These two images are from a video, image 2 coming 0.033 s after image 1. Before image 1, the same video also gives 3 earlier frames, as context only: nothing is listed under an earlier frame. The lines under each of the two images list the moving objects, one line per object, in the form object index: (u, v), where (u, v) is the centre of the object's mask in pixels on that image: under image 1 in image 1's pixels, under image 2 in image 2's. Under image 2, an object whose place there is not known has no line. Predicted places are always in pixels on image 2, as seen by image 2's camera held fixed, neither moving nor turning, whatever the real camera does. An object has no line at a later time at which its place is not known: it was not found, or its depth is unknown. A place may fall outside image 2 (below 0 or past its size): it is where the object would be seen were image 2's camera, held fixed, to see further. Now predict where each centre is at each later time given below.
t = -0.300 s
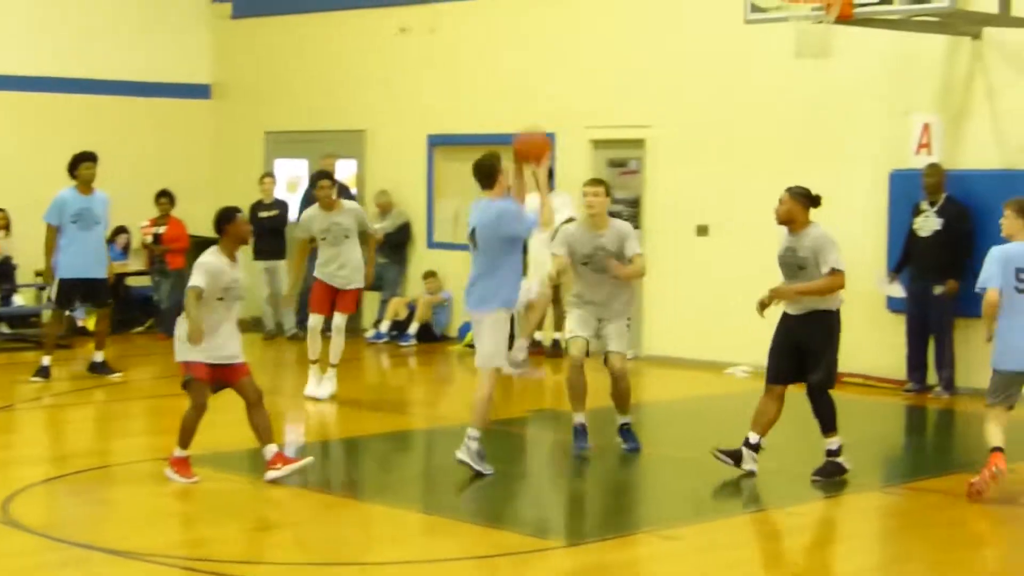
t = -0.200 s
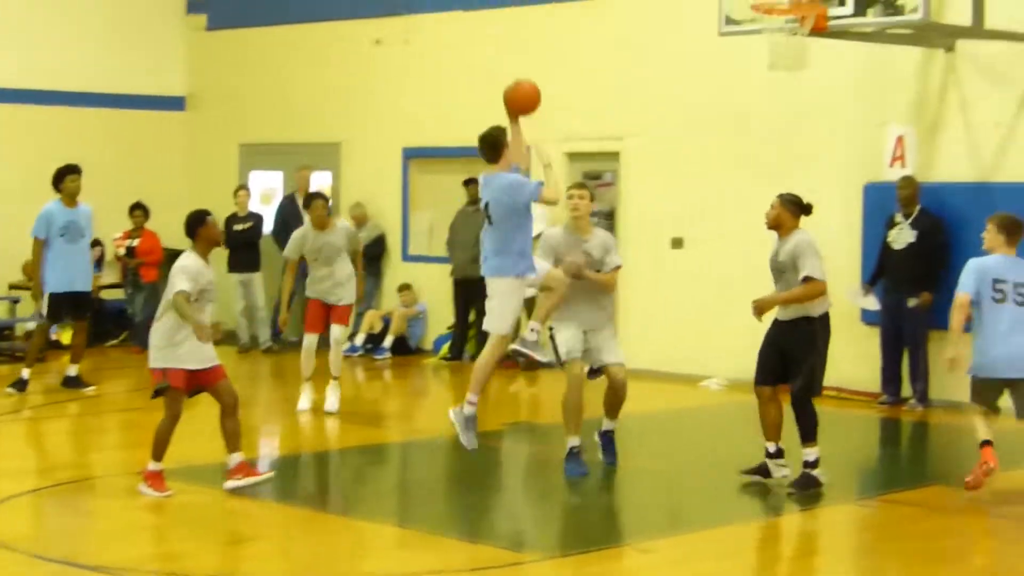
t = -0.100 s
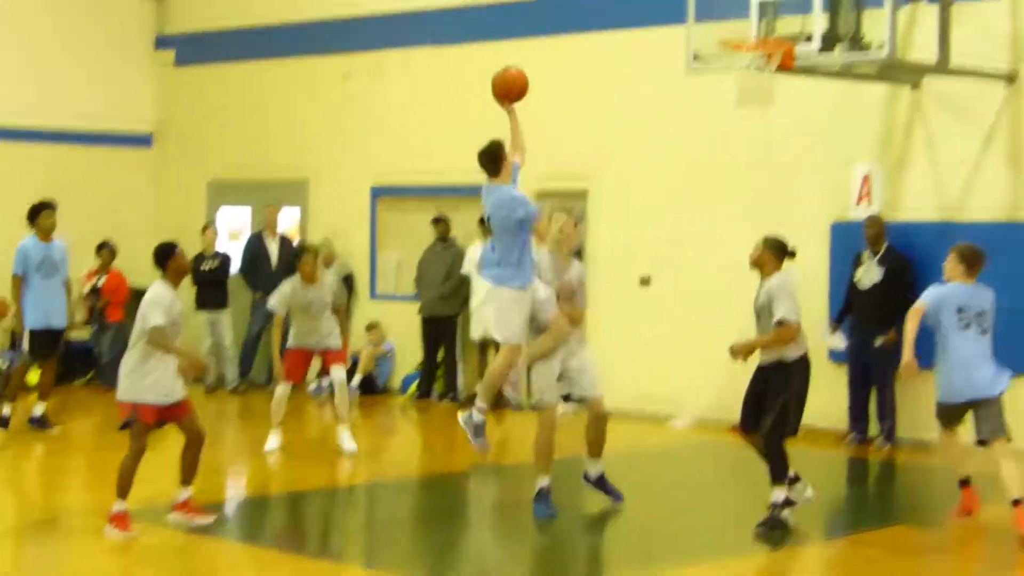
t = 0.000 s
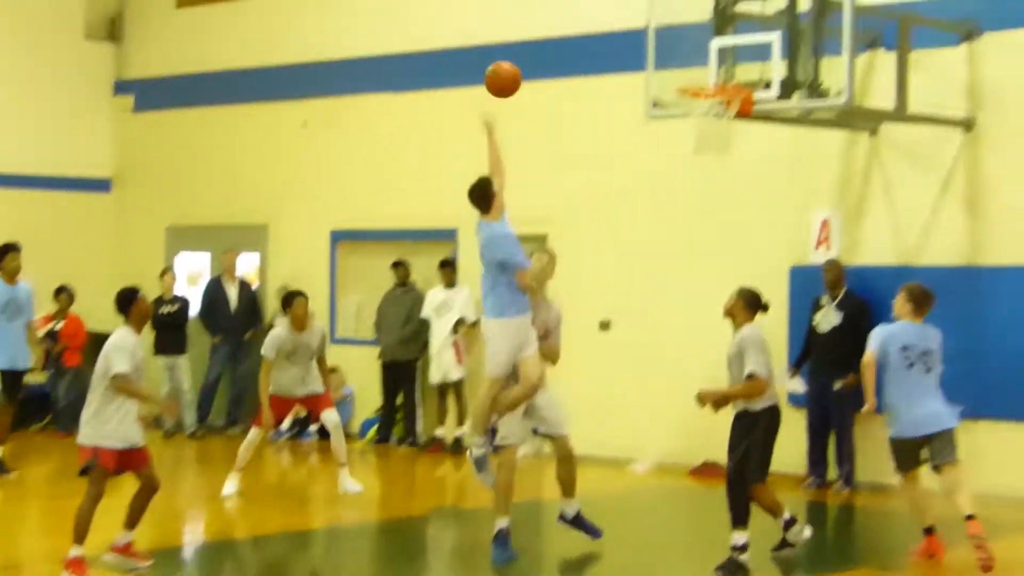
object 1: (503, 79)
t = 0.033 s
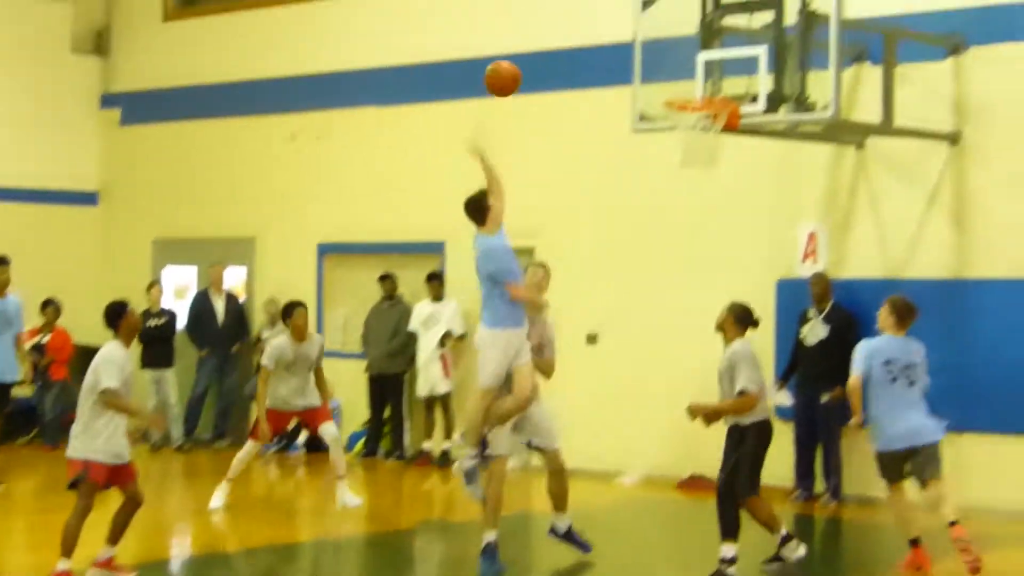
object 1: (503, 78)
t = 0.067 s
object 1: (513, 66)
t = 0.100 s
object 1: (522, 58)
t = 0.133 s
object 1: (531, 51)
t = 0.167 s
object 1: (540, 45)
